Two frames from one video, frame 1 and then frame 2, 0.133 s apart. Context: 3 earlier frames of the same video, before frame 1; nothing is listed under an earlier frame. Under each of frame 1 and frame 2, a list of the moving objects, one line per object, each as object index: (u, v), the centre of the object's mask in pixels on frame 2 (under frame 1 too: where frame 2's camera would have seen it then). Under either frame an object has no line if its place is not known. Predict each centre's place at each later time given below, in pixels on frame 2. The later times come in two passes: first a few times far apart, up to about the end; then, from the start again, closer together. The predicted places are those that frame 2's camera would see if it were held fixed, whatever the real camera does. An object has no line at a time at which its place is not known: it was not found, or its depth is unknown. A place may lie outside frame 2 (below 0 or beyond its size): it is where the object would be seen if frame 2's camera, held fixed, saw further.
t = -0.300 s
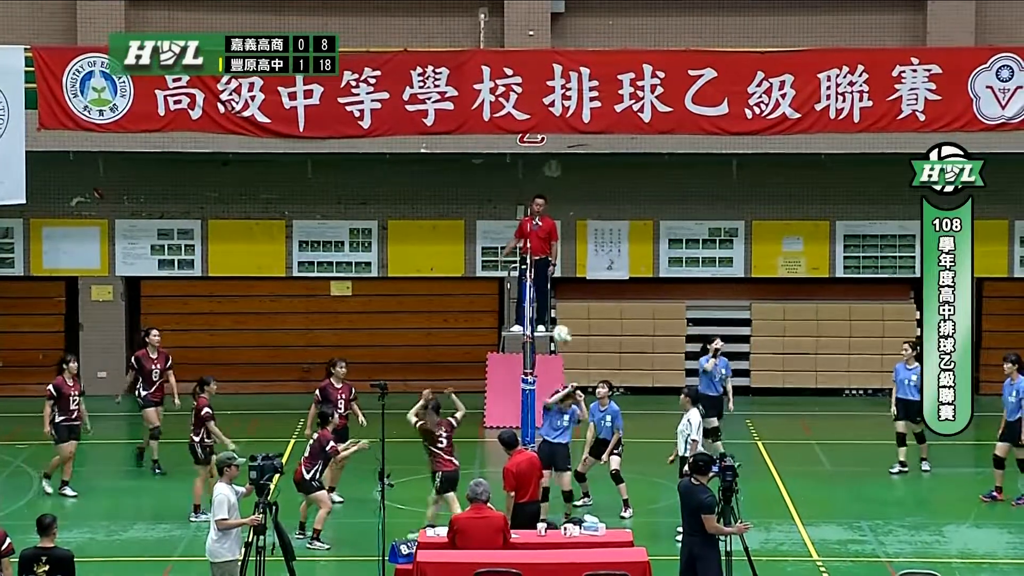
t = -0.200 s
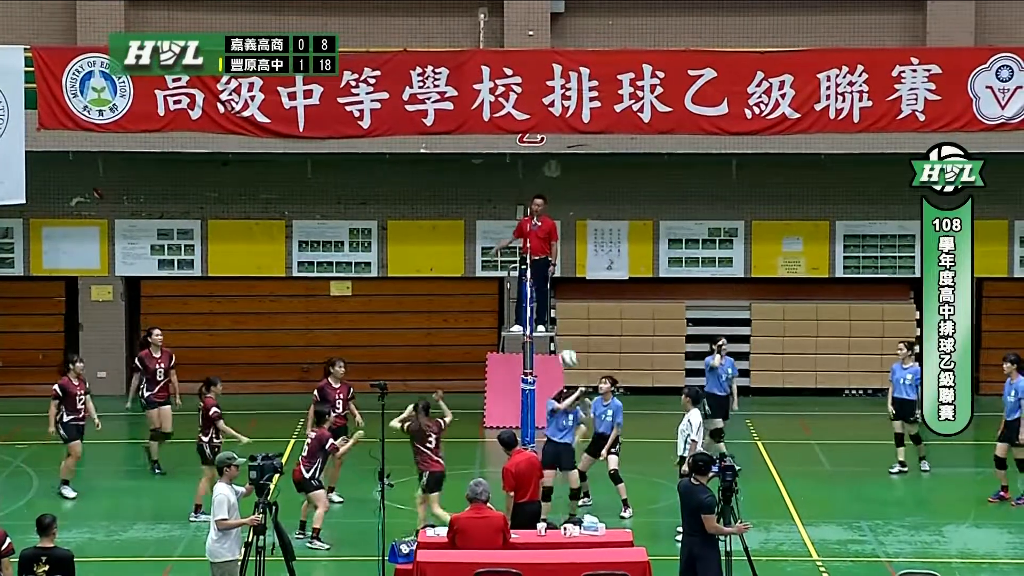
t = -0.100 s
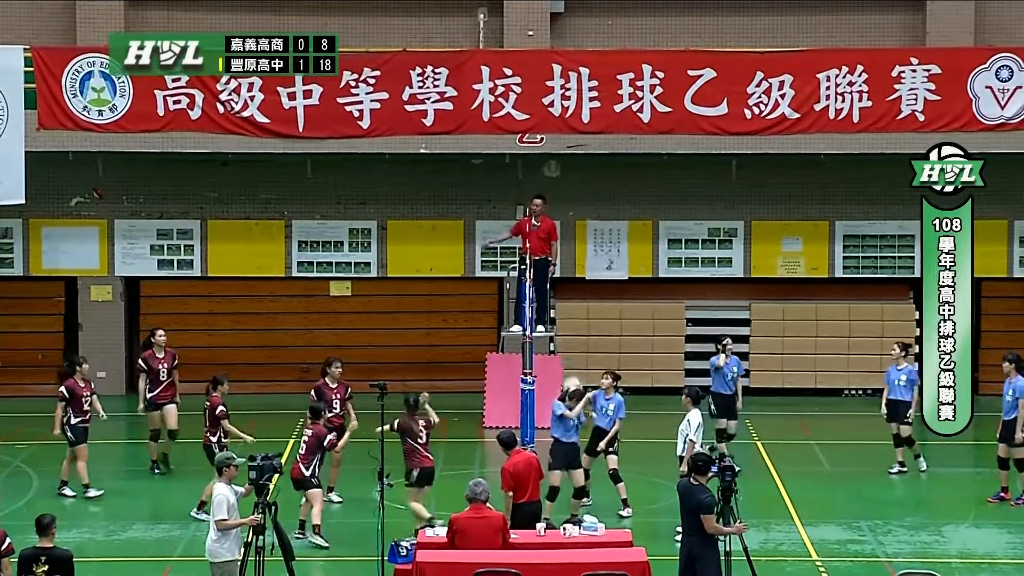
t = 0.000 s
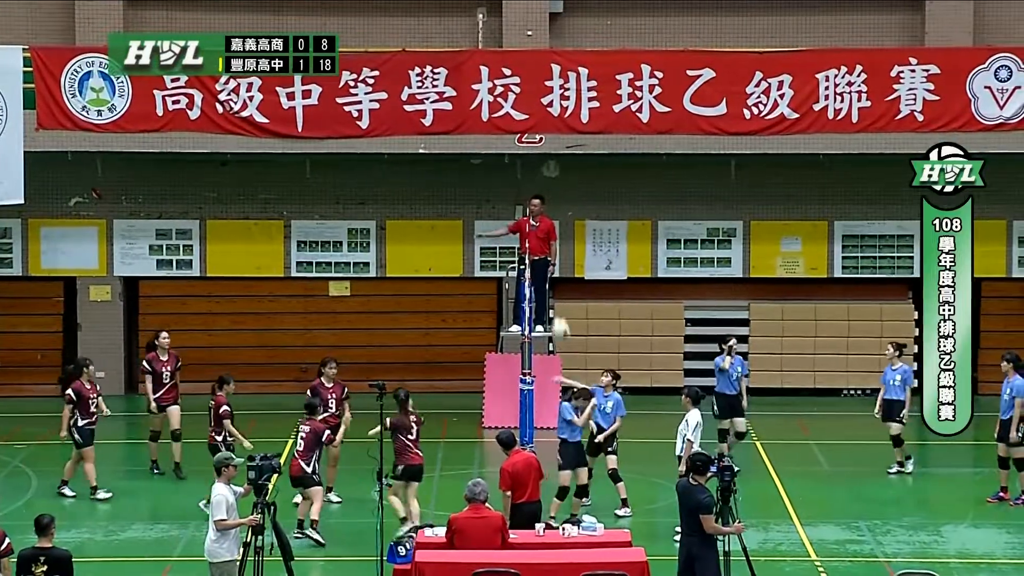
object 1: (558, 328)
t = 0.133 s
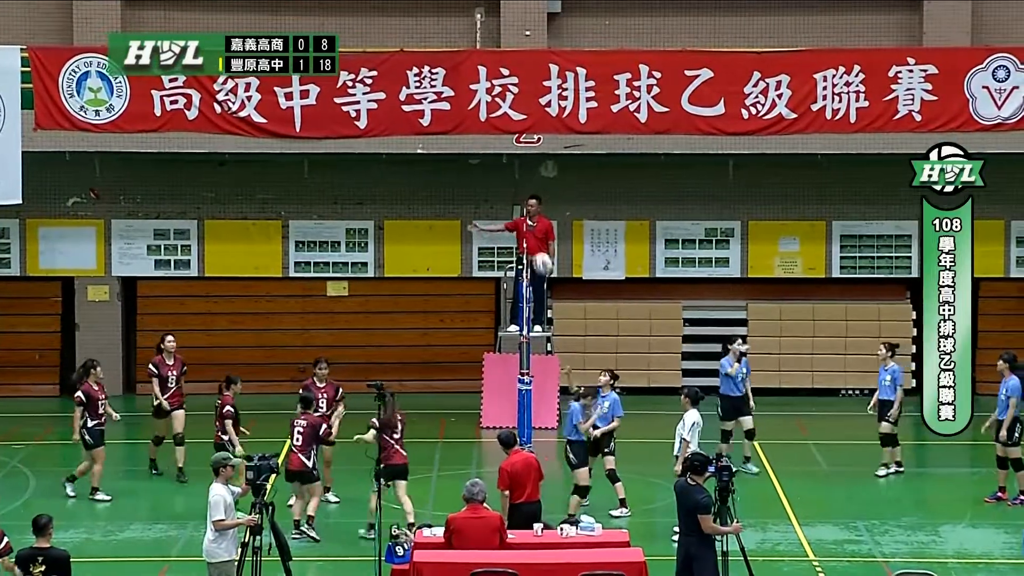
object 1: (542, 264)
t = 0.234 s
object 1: (531, 225)
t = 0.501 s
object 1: (500, 166)
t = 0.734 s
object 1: (474, 164)
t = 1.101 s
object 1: (433, 256)
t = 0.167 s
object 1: (538, 251)
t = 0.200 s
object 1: (535, 237)
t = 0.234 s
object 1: (531, 225)
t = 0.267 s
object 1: (528, 213)
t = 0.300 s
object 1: (523, 204)
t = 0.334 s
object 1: (519, 195)
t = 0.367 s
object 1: (516, 188)
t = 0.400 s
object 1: (512, 181)
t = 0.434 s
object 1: (508, 175)
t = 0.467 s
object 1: (504, 170)
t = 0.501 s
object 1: (500, 166)
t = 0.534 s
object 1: (497, 162)
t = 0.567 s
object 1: (493, 160)
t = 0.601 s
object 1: (489, 158)
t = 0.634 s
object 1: (486, 158)
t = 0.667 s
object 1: (482, 159)
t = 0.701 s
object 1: (477, 161)
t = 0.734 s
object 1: (474, 164)
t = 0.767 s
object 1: (470, 169)
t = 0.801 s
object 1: (468, 174)
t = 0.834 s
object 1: (465, 179)
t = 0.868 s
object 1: (461, 186)
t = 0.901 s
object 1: (458, 193)
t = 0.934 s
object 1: (455, 202)
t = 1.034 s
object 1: (440, 231)
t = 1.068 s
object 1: (436, 243)
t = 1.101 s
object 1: (433, 256)
